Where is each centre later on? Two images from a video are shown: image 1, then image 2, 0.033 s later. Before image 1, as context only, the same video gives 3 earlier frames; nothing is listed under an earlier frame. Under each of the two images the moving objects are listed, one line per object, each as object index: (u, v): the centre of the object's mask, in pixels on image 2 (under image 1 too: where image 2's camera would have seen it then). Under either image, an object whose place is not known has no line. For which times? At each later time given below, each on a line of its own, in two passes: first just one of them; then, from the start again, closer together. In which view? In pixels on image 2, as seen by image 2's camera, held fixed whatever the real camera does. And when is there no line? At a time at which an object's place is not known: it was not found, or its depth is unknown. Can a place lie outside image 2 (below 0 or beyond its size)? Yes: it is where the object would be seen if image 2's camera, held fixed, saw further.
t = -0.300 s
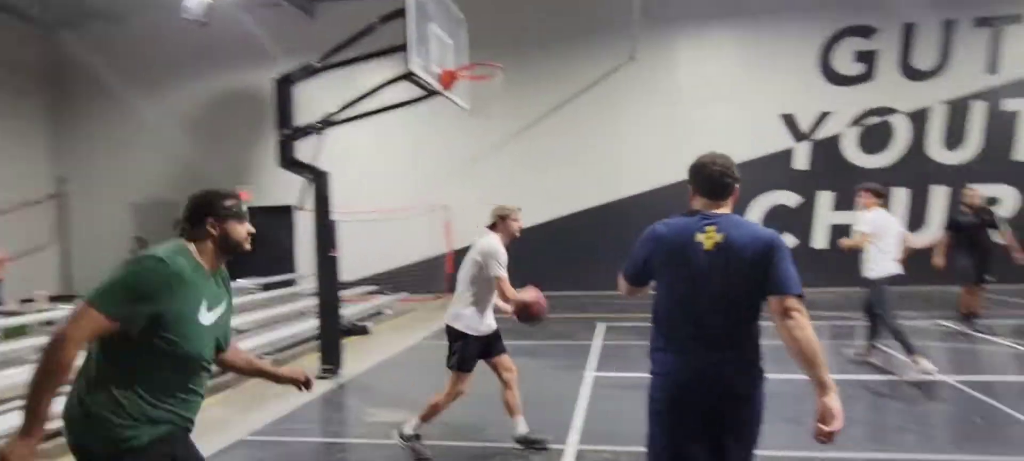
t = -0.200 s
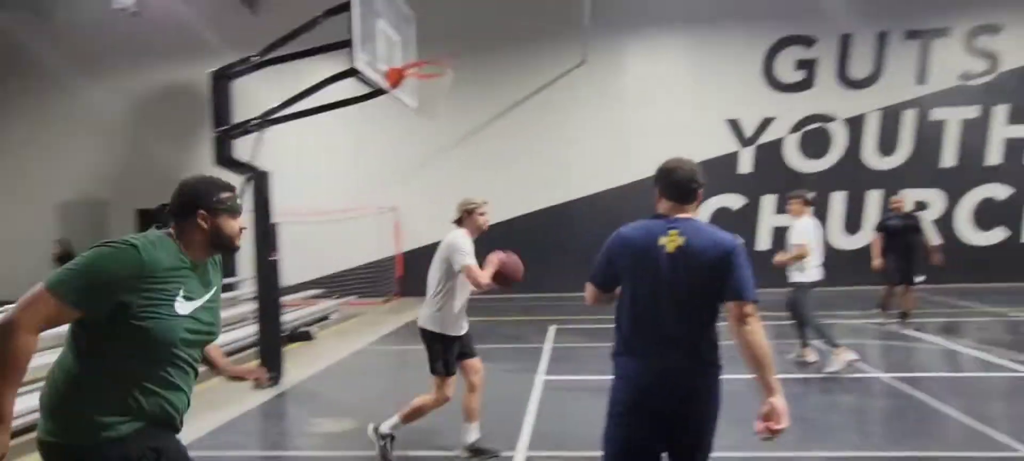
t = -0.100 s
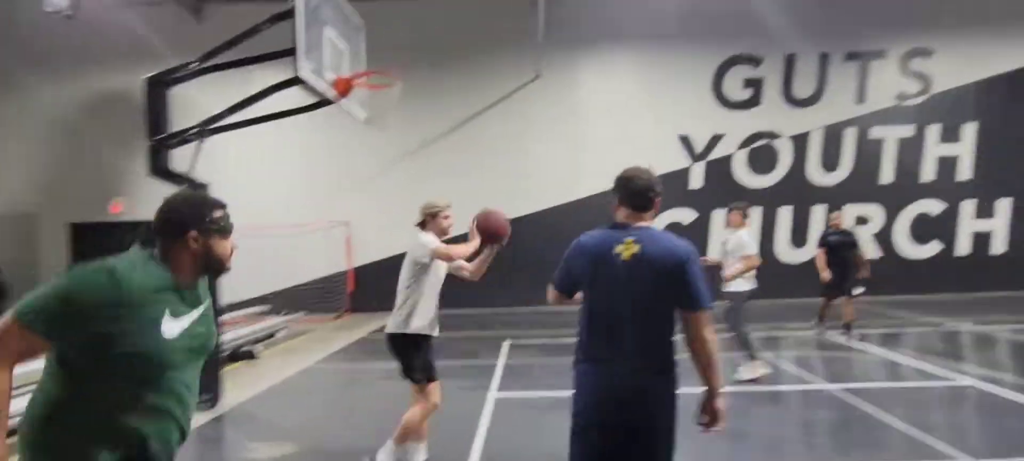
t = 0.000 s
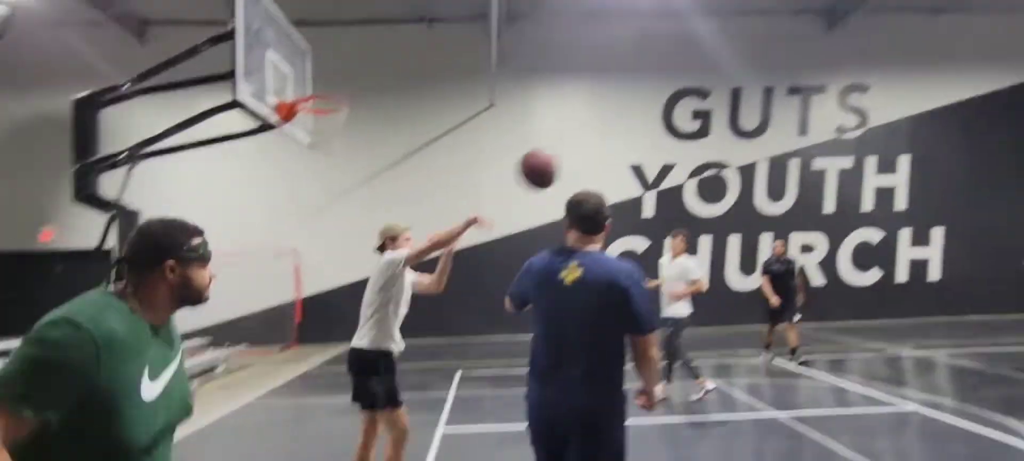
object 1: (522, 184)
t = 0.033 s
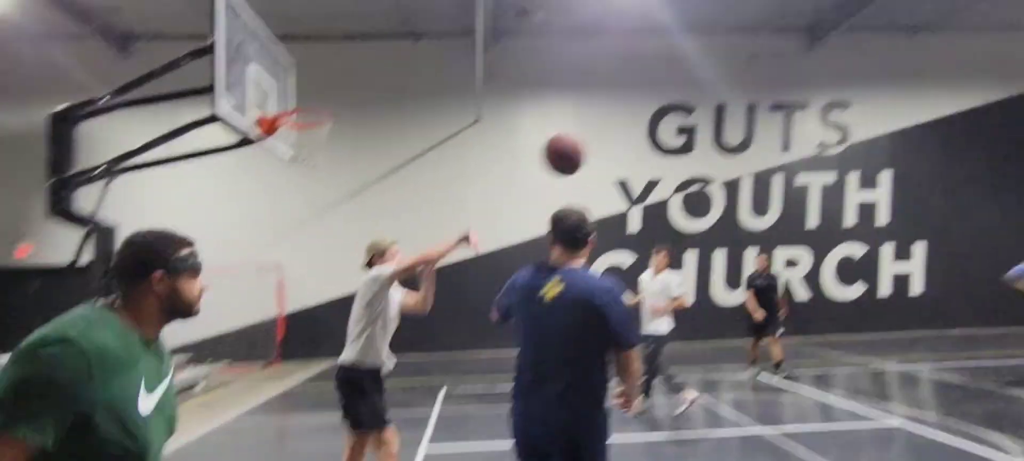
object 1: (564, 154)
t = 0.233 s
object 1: (866, -23)
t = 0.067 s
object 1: (608, 122)
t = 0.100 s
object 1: (654, 95)
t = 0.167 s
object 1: (755, 35)
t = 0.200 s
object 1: (810, 7)
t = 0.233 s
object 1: (866, -23)
